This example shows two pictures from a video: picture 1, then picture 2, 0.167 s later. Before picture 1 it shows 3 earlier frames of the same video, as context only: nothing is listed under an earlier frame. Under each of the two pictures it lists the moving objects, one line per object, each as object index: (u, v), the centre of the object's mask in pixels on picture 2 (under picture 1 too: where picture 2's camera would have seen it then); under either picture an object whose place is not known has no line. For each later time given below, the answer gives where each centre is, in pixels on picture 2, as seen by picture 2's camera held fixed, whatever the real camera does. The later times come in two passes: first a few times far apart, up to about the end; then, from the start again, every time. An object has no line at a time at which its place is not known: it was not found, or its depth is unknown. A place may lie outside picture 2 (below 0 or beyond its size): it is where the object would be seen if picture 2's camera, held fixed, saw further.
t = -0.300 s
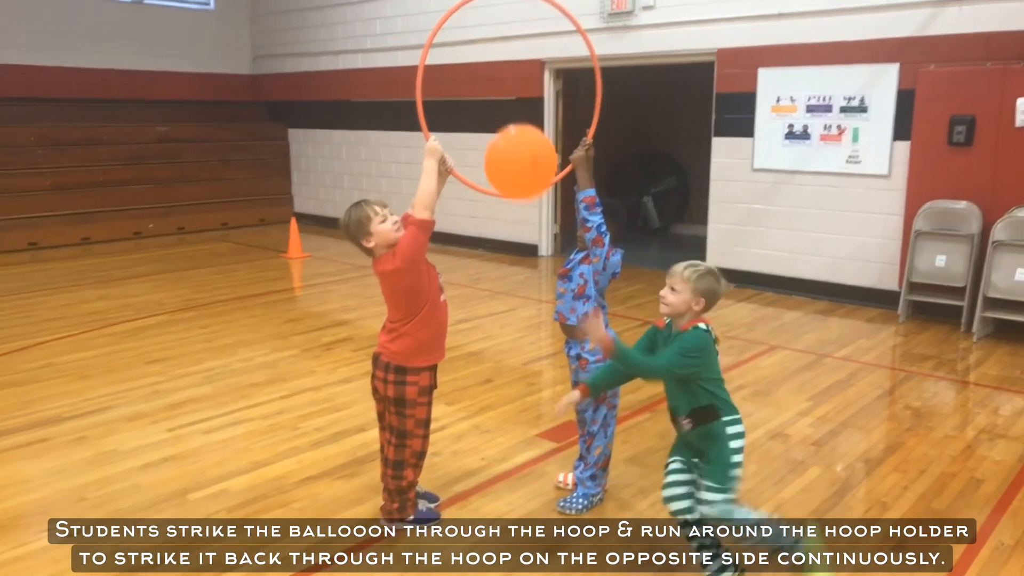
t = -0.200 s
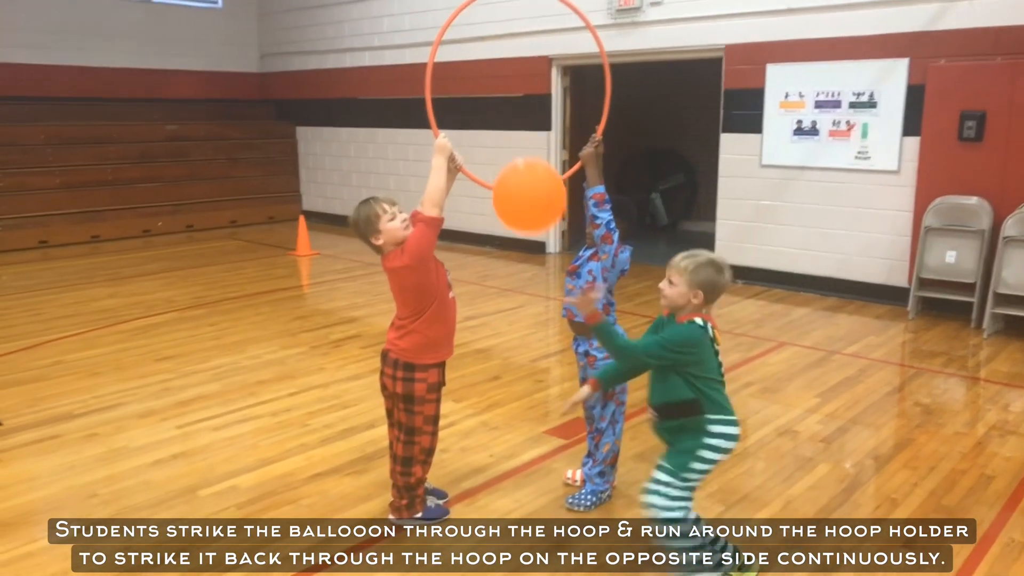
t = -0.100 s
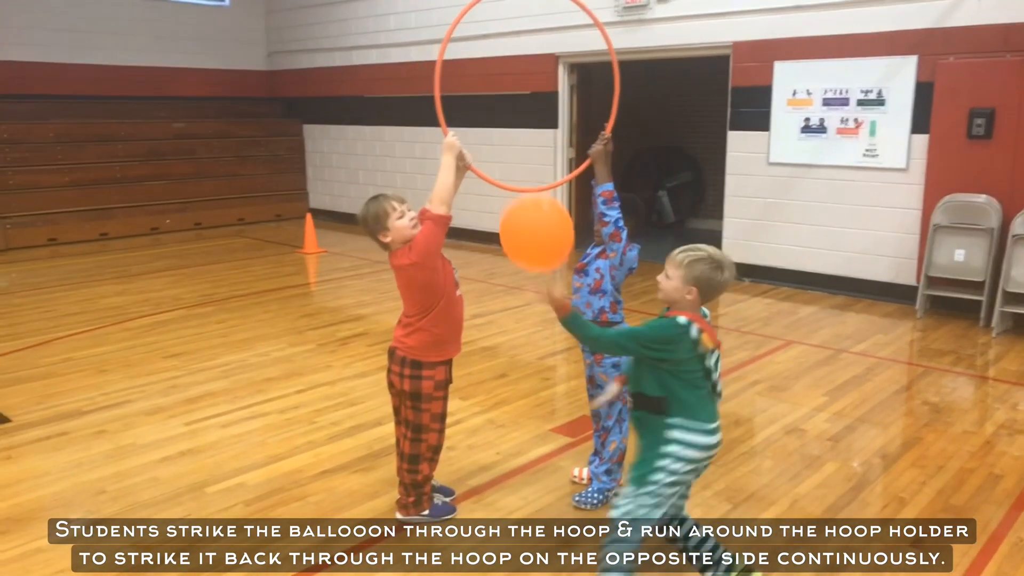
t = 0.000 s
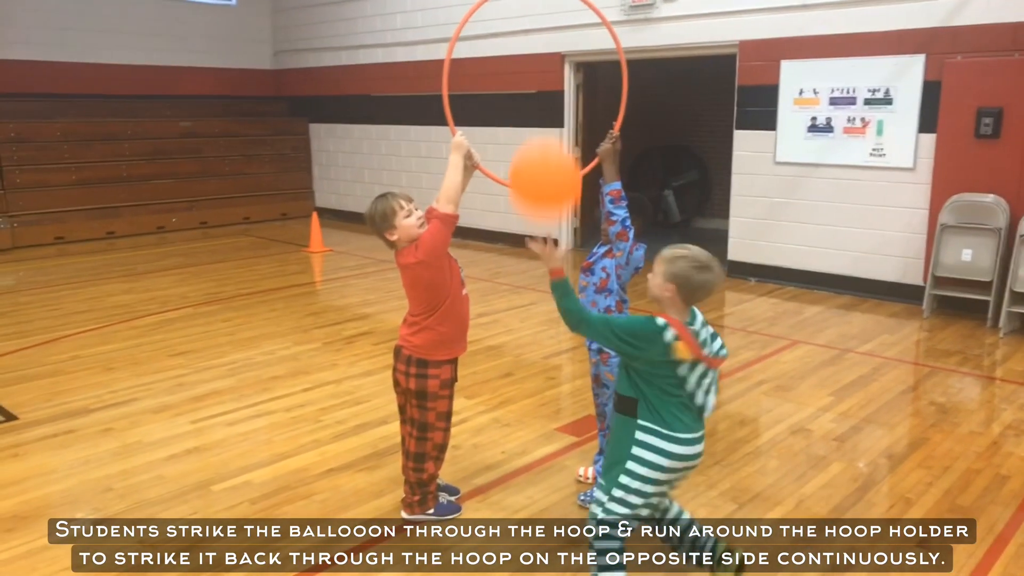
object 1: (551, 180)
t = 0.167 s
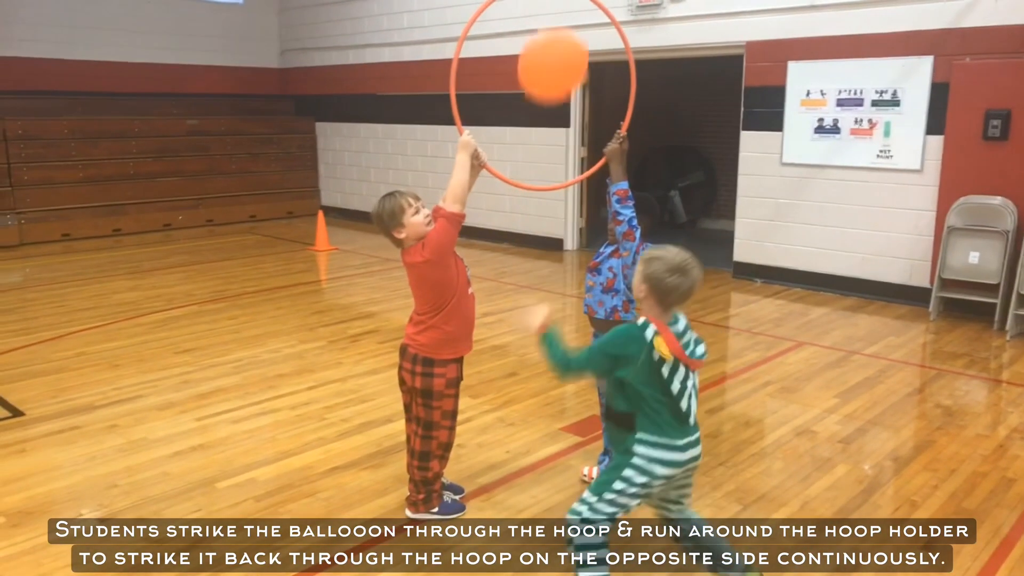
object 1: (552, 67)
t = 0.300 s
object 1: (553, 22)
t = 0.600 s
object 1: (563, 58)
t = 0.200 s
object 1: (552, 51)
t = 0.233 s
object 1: (553, 38)
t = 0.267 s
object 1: (553, 29)
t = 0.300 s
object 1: (553, 22)
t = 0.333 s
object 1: (553, 18)
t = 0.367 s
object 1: (554, 16)
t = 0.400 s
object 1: (555, 20)
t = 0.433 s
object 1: (557, 24)
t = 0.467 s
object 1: (558, 30)
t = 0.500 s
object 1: (559, 37)
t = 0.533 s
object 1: (560, 44)
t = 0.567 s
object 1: (562, 51)
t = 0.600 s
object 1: (563, 58)
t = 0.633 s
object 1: (564, 66)
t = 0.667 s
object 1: (565, 75)
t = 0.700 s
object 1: (567, 83)
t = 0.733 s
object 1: (568, 92)
